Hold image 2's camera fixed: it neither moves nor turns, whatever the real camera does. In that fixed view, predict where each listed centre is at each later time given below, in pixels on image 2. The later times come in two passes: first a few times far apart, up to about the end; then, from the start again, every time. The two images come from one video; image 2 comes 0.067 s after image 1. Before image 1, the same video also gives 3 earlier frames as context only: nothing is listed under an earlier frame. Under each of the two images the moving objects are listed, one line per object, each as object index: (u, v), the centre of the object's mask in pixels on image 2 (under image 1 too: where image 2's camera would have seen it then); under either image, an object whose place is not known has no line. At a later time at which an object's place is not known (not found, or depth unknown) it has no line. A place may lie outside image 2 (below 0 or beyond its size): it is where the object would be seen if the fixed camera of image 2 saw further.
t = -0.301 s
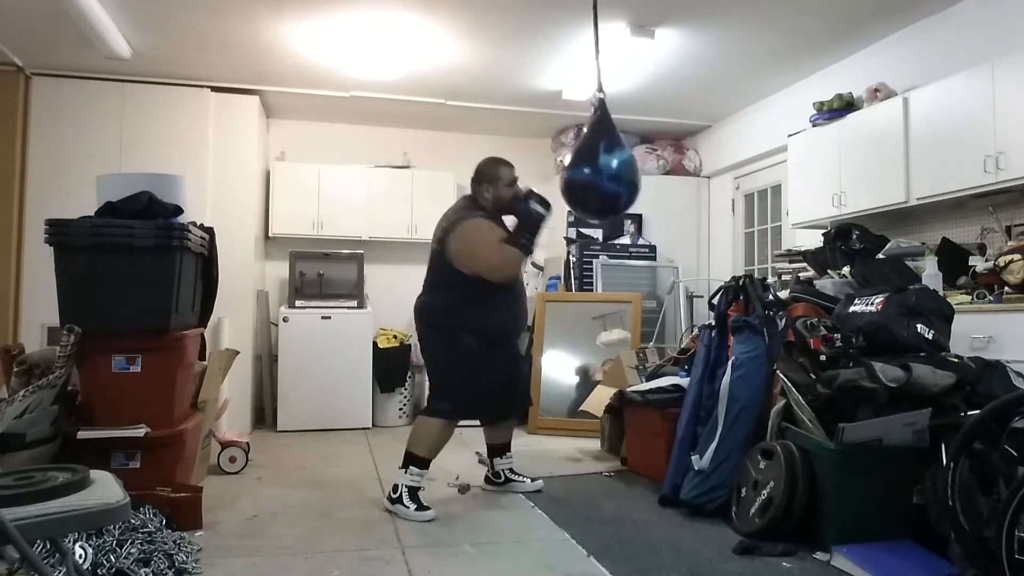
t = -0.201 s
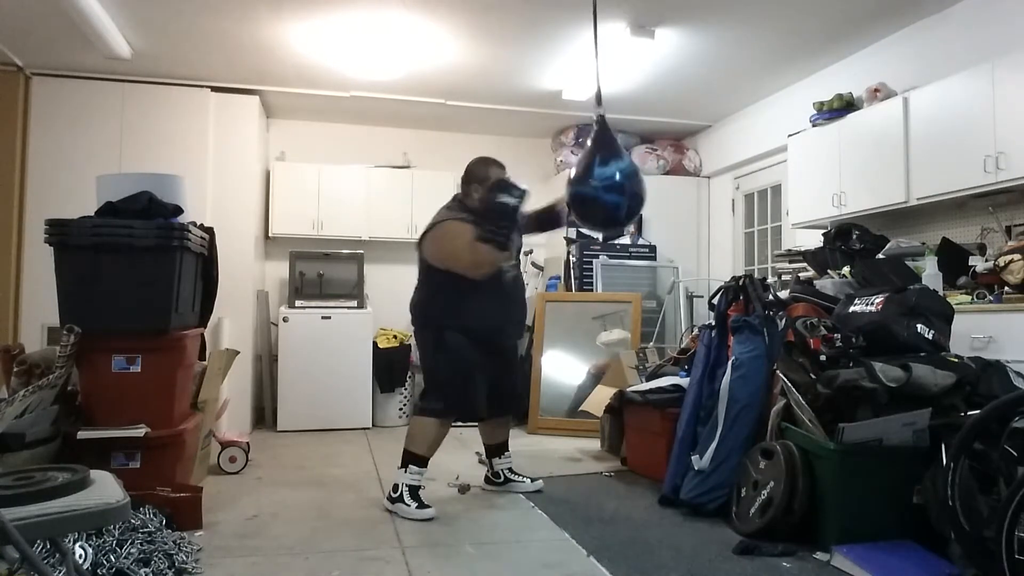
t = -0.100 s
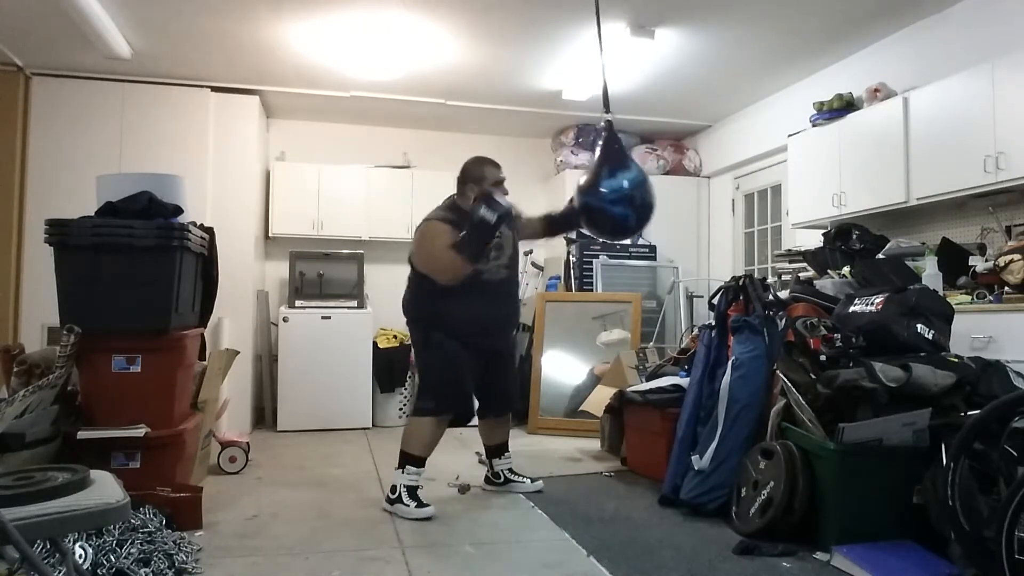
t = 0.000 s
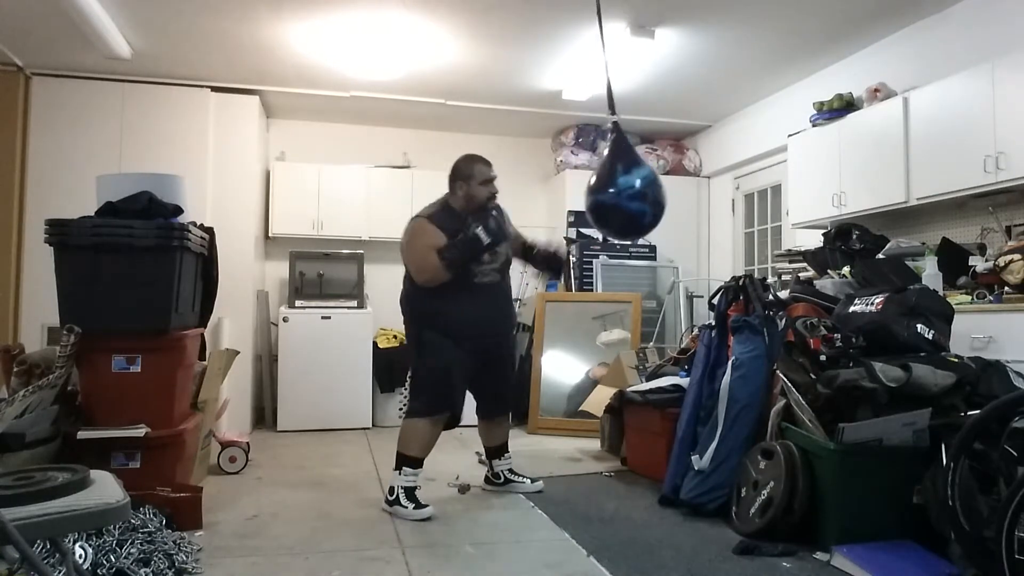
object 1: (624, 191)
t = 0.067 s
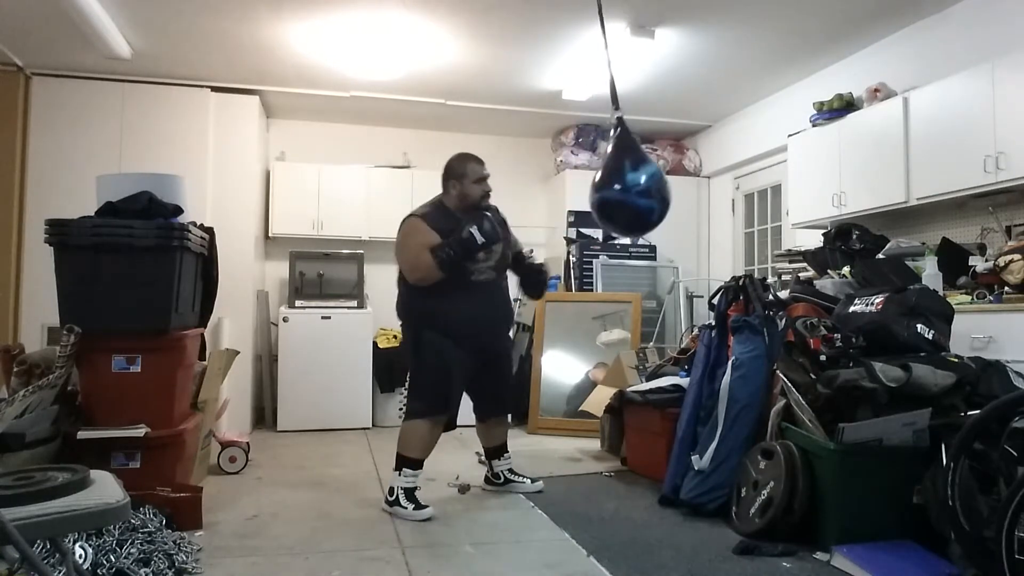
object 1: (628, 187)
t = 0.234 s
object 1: (633, 172)
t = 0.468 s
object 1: (624, 170)
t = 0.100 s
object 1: (630, 184)
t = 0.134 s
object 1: (631, 181)
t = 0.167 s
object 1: (632, 178)
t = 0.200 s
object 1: (633, 175)
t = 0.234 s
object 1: (633, 172)
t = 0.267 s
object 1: (632, 169)
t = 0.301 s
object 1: (632, 167)
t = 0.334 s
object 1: (631, 167)
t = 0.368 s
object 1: (629, 167)
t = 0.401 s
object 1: (628, 167)
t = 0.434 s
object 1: (626, 169)
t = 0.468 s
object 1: (624, 170)
